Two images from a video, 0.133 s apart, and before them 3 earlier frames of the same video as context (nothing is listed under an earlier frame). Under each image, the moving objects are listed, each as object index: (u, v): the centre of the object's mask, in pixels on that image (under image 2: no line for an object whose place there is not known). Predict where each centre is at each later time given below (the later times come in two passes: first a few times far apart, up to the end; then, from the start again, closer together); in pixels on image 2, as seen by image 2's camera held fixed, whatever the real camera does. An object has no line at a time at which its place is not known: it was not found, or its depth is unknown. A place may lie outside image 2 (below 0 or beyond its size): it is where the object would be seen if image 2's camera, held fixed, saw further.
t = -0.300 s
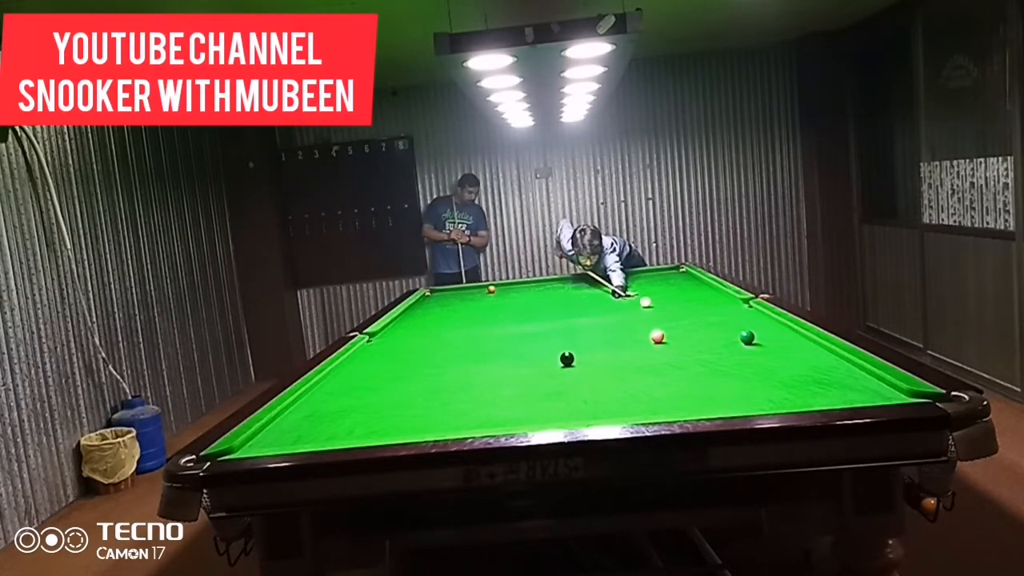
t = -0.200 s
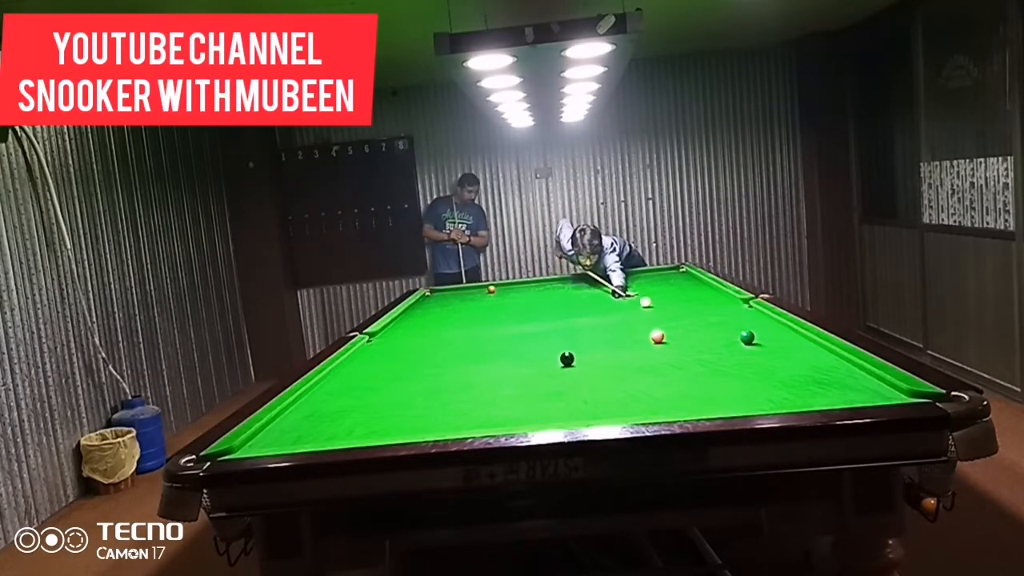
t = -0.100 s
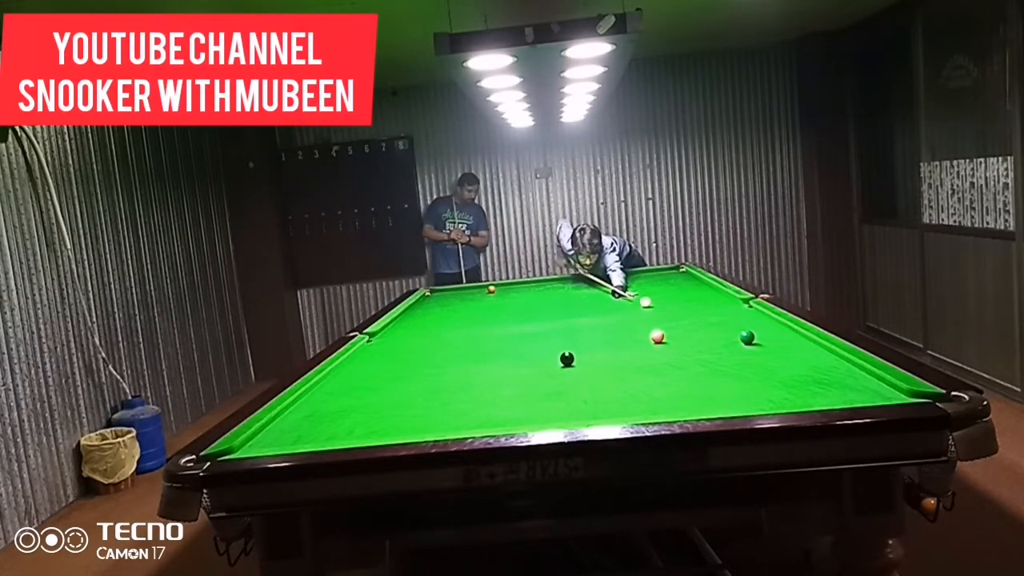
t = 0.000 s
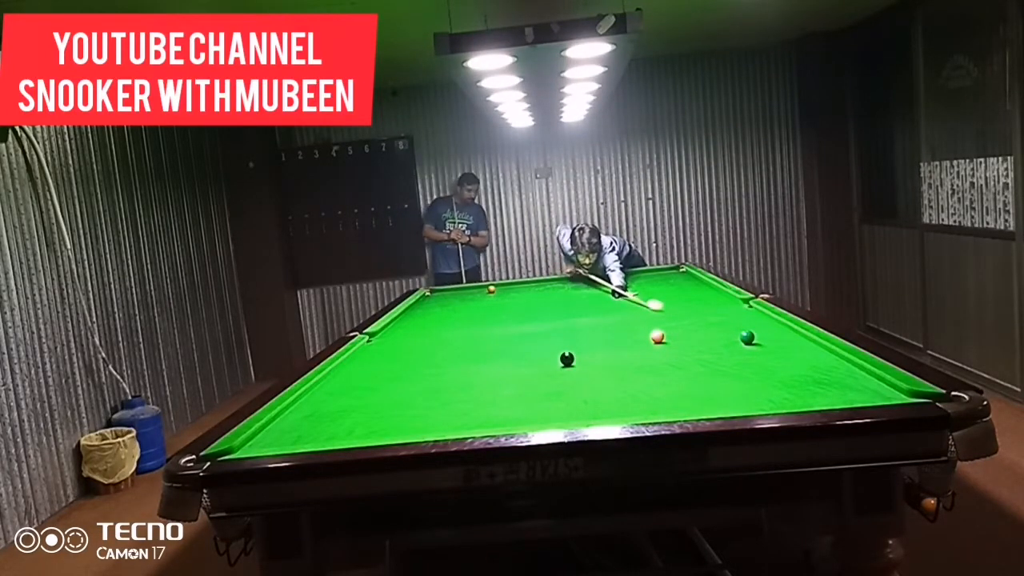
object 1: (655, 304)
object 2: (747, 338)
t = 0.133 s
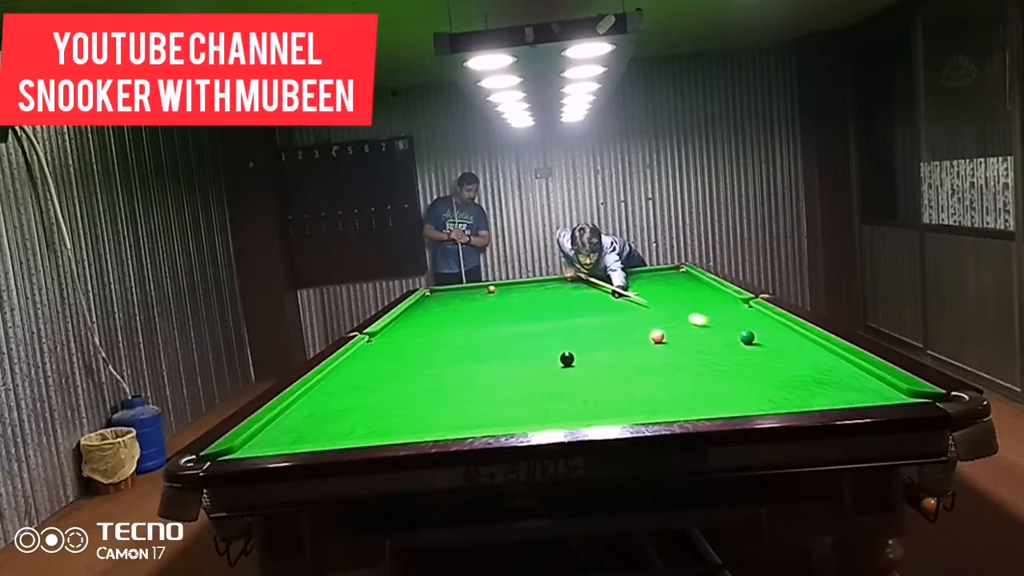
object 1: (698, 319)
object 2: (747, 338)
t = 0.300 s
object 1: (745, 334)
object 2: (764, 345)
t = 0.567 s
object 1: (764, 335)
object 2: (868, 388)
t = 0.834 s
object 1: (781, 335)
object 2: (817, 393)
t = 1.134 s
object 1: (798, 336)
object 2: (691, 394)
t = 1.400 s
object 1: (794, 337)
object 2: (593, 394)
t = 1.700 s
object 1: (790, 338)
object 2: (498, 395)
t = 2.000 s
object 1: (788, 339)
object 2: (413, 395)
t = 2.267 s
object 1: (787, 339)
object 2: (346, 395)
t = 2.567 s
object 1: (787, 339)
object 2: (327, 393)
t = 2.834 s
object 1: (787, 339)
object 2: (373, 387)
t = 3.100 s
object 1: (787, 339)
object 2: (415, 382)
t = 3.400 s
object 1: (787, 339)
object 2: (459, 376)
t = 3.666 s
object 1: (787, 339)
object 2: (494, 371)
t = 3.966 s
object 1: (787, 339)
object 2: (530, 367)
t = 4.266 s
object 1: (787, 339)
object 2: (563, 363)
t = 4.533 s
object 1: (787, 339)
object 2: (585, 361)
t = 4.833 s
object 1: (787, 339)
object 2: (608, 361)
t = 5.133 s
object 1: (787, 339)
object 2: (627, 359)
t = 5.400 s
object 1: (787, 339)
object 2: (641, 358)
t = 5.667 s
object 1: (787, 339)
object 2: (654, 357)
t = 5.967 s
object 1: (787, 339)
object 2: (664, 357)
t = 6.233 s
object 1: (787, 339)
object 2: (671, 356)
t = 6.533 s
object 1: (787, 339)
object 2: (675, 356)
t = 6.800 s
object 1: (787, 339)
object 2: (676, 356)
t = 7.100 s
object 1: (787, 339)
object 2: (676, 356)
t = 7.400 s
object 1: (787, 339)
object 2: (676, 356)
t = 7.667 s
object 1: (787, 339)
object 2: (676, 356)
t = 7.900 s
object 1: (787, 339)
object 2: (676, 356)
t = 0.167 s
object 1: (710, 323)
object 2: (747, 338)
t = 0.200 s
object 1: (722, 327)
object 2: (747, 337)
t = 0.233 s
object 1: (734, 331)
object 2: (747, 338)
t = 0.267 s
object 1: (742, 334)
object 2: (754, 340)
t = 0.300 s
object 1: (745, 334)
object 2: (764, 345)
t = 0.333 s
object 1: (748, 334)
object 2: (777, 350)
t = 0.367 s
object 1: (750, 334)
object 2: (788, 355)
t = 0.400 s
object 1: (752, 334)
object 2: (801, 361)
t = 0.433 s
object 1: (755, 335)
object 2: (814, 366)
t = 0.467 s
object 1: (757, 335)
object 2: (827, 372)
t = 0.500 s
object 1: (760, 335)
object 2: (841, 378)
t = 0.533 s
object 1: (762, 335)
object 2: (854, 384)
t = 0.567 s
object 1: (764, 335)
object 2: (868, 388)
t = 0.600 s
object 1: (766, 335)
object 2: (881, 391)
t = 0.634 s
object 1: (768, 335)
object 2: (893, 393)
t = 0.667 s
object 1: (771, 335)
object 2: (898, 391)
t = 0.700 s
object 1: (773, 335)
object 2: (882, 391)
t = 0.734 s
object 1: (775, 335)
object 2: (865, 391)
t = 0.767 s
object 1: (777, 335)
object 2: (848, 392)
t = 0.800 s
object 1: (779, 335)
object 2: (832, 393)
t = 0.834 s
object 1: (781, 335)
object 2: (817, 393)
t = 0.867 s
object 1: (783, 336)
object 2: (803, 394)
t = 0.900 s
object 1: (785, 336)
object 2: (788, 394)
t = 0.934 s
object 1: (787, 336)
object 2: (772, 394)
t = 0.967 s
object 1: (789, 336)
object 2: (759, 395)
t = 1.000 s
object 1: (791, 336)
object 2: (745, 394)
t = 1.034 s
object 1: (793, 336)
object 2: (731, 394)
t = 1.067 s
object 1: (795, 336)
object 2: (717, 394)
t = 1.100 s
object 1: (797, 336)
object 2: (703, 394)
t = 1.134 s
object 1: (798, 336)
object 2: (691, 394)
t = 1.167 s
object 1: (799, 336)
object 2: (678, 394)
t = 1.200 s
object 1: (798, 337)
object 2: (665, 394)
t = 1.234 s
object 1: (797, 337)
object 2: (653, 394)
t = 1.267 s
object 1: (797, 337)
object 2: (640, 394)
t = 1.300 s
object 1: (796, 337)
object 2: (628, 394)
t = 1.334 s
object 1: (795, 337)
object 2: (617, 394)
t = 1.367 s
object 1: (795, 337)
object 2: (604, 394)
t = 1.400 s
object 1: (794, 337)
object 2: (593, 394)
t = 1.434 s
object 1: (794, 338)
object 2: (582, 394)
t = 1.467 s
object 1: (793, 338)
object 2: (571, 394)
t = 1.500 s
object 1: (793, 338)
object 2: (560, 394)
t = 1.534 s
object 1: (792, 338)
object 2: (549, 394)
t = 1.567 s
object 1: (791, 338)
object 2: (539, 394)
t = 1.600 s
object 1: (791, 338)
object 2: (528, 394)
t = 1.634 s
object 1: (791, 338)
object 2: (518, 394)
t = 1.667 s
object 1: (790, 338)
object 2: (507, 395)
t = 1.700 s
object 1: (790, 338)
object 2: (498, 395)
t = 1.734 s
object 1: (790, 338)
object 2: (488, 395)
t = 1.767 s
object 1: (789, 338)
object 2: (478, 395)
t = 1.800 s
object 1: (789, 339)
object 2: (468, 395)
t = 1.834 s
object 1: (789, 338)
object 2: (459, 395)
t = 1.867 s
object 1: (788, 339)
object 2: (449, 395)
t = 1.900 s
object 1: (788, 339)
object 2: (441, 395)
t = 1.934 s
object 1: (788, 339)
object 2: (431, 395)
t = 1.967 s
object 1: (788, 339)
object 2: (422, 395)
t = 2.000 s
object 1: (788, 339)
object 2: (413, 395)
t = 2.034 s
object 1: (787, 339)
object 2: (405, 395)
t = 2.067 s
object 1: (787, 339)
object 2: (396, 395)
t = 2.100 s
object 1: (787, 339)
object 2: (387, 395)
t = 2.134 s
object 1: (787, 339)
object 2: (379, 396)
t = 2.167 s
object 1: (787, 339)
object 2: (371, 396)
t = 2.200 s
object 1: (787, 339)
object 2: (362, 396)
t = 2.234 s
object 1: (787, 339)
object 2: (354, 396)
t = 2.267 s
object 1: (787, 339)
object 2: (346, 395)
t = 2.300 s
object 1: (787, 339)
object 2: (338, 395)
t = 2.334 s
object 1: (787, 339)
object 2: (331, 396)
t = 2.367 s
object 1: (787, 339)
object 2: (323, 396)
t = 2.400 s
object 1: (787, 339)
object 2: (315, 396)
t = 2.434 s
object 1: (787, 339)
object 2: (308, 396)
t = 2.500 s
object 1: (787, 339)
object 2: (315, 394)
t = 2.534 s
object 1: (787, 339)
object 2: (321, 394)
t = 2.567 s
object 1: (787, 339)
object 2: (327, 393)
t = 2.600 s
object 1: (787, 339)
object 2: (333, 392)
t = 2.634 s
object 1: (787, 339)
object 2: (339, 392)
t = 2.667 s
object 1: (787, 339)
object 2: (345, 391)
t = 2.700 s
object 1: (787, 339)
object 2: (350, 391)
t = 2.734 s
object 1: (787, 339)
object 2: (356, 390)
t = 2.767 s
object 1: (787, 339)
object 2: (362, 389)
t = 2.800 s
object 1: (787, 339)
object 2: (368, 388)
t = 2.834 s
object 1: (787, 339)
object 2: (373, 387)
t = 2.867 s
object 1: (787, 339)
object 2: (379, 387)
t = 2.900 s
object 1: (787, 339)
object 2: (384, 386)
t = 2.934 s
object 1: (787, 339)
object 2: (389, 385)
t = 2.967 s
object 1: (787, 339)
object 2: (395, 385)
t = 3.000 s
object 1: (787, 339)
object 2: (400, 384)
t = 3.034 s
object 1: (787, 339)
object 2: (405, 383)
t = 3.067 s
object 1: (787, 339)
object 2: (410, 383)
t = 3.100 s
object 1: (787, 339)
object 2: (415, 382)
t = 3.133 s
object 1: (787, 339)
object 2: (420, 381)
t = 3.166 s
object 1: (787, 339)
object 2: (425, 381)
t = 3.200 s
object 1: (787, 339)
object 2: (430, 380)
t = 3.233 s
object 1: (787, 339)
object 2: (435, 379)
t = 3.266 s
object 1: (787, 339)
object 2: (440, 379)
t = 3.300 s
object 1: (787, 339)
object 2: (445, 378)
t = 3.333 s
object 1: (787, 339)
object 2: (449, 377)
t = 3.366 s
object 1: (787, 339)
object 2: (454, 377)
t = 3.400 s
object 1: (787, 339)
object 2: (459, 376)
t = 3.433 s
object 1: (787, 339)
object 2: (463, 376)
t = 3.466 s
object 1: (787, 339)
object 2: (468, 375)
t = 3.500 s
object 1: (787, 339)
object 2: (472, 374)
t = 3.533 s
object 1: (787, 339)
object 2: (477, 374)
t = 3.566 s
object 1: (787, 339)
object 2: (481, 373)
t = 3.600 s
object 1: (787, 339)
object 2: (485, 372)
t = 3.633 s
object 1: (787, 339)
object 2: (490, 372)
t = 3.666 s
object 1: (787, 339)
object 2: (494, 371)
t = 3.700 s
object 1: (787, 339)
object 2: (498, 371)
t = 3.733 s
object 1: (787, 339)
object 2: (503, 370)
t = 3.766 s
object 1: (787, 339)
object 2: (506, 370)
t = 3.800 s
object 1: (787, 339)
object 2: (511, 369)
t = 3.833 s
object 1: (787, 339)
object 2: (515, 369)
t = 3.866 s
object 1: (787, 339)
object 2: (519, 369)
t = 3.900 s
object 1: (787, 339)
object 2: (523, 368)
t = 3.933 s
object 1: (787, 339)
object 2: (526, 367)
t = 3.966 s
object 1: (787, 339)
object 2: (530, 367)
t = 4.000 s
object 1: (787, 339)
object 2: (534, 367)
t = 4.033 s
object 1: (787, 339)
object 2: (538, 366)
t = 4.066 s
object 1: (787, 339)
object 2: (541, 365)
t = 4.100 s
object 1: (787, 339)
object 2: (545, 365)
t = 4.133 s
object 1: (787, 339)
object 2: (549, 365)
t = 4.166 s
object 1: (787, 339)
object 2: (552, 364)
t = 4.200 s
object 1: (787, 339)
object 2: (556, 363)
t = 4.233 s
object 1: (787, 339)
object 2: (559, 363)
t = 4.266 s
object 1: (787, 339)
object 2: (563, 363)
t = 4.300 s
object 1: (787, 339)
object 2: (566, 362)
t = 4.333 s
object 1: (787, 339)
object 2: (568, 361)
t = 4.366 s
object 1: (787, 339)
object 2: (571, 361)
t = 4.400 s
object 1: (787, 339)
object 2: (574, 362)
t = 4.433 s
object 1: (787, 339)
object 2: (577, 362)
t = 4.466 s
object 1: (787, 339)
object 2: (580, 362)
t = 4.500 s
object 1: (787, 339)
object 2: (582, 362)
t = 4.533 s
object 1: (787, 339)
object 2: (585, 361)
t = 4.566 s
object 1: (787, 339)
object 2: (588, 361)
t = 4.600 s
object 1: (787, 339)
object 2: (590, 361)
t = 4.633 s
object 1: (787, 339)
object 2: (593, 361)
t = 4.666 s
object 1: (787, 339)
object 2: (596, 361)
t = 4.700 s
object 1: (787, 339)
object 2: (598, 361)
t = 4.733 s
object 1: (787, 339)
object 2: (601, 361)
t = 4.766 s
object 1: (787, 339)
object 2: (603, 361)
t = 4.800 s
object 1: (787, 339)
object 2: (605, 361)
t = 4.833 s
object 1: (787, 339)
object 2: (608, 361)
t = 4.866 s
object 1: (787, 339)
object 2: (610, 360)
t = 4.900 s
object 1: (787, 339)
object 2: (612, 360)
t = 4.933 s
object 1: (787, 339)
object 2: (614, 360)
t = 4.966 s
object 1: (787, 339)
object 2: (617, 360)
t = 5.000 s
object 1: (787, 339)
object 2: (619, 360)
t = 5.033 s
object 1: (787, 339)
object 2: (621, 360)
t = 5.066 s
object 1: (787, 339)
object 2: (623, 360)
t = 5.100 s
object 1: (787, 339)
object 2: (625, 359)
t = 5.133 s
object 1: (787, 339)
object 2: (627, 359)
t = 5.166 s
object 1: (787, 339)
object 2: (629, 359)
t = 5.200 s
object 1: (787, 339)
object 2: (631, 359)
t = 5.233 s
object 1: (787, 339)
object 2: (633, 359)
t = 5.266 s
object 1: (787, 339)
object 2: (635, 359)
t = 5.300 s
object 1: (787, 339)
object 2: (636, 359)
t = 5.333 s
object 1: (787, 339)
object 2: (638, 359)
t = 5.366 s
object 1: (787, 339)
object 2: (640, 358)
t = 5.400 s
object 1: (787, 339)
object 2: (641, 358)
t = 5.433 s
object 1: (787, 339)
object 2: (643, 358)
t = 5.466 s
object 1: (787, 339)
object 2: (645, 358)
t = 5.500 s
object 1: (787, 339)
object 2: (646, 358)
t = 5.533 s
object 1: (787, 339)
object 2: (648, 358)
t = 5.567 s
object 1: (787, 339)
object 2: (649, 358)
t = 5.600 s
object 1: (787, 339)
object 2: (651, 358)
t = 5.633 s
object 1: (787, 339)
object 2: (652, 358)
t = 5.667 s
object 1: (787, 339)
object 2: (654, 357)
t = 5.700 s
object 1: (787, 339)
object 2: (655, 358)
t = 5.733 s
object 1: (787, 339)
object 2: (656, 358)
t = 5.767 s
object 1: (787, 339)
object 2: (657, 357)
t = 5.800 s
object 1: (787, 339)
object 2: (659, 357)
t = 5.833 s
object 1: (787, 339)
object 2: (660, 357)
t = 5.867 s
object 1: (787, 339)
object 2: (661, 357)
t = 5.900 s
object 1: (787, 339)
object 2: (662, 357)
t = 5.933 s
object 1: (787, 339)
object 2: (663, 357)
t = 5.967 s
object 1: (787, 339)
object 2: (664, 357)
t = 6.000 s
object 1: (787, 339)
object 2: (665, 357)
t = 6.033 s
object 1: (787, 339)
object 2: (666, 357)
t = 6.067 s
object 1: (787, 339)
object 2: (667, 357)
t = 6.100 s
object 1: (787, 339)
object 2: (668, 357)
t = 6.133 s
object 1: (787, 339)
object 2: (669, 357)
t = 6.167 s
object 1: (787, 339)
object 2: (670, 357)
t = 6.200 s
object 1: (787, 339)
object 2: (670, 357)
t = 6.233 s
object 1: (787, 339)
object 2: (671, 356)
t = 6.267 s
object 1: (787, 339)
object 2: (672, 356)
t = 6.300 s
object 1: (787, 339)
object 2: (672, 356)
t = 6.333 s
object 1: (787, 339)
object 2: (673, 356)
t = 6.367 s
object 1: (787, 339)
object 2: (673, 356)
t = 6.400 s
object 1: (787, 339)
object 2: (674, 356)
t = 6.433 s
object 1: (787, 339)
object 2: (674, 356)
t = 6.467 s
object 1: (787, 339)
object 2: (675, 356)
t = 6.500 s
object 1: (787, 339)
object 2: (675, 356)
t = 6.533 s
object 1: (787, 339)
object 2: (675, 356)
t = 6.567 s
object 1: (787, 339)
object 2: (676, 356)
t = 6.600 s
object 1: (787, 339)
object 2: (676, 356)
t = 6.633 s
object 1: (787, 339)
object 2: (676, 356)
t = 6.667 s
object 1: (787, 339)
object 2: (676, 356)
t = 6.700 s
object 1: (787, 339)
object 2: (676, 356)
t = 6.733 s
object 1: (787, 339)
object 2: (676, 356)
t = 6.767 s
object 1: (787, 339)
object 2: (676, 356)
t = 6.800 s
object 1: (787, 339)
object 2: (676, 356)
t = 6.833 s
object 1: (787, 339)
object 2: (676, 356)
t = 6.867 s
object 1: (787, 339)
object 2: (676, 356)
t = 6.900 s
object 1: (787, 339)
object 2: (676, 356)
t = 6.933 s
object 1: (787, 339)
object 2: (676, 356)
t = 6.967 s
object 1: (787, 339)
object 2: (676, 356)
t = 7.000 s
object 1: (787, 339)
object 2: (676, 356)
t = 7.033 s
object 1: (787, 339)
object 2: (676, 356)
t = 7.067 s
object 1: (787, 339)
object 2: (676, 356)
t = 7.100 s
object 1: (787, 339)
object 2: (676, 356)
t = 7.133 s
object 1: (787, 339)
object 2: (676, 356)
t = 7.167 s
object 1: (787, 339)
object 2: (676, 356)
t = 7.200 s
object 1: (787, 339)
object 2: (676, 356)
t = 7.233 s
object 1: (787, 339)
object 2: (676, 356)
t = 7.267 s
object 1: (787, 339)
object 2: (676, 356)
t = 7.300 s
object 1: (787, 339)
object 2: (676, 356)
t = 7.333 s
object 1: (787, 339)
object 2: (676, 356)
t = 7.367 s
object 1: (787, 339)
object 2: (676, 356)
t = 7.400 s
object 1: (787, 339)
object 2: (676, 356)
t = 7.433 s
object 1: (787, 339)
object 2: (676, 356)
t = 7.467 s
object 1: (787, 339)
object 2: (676, 356)
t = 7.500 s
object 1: (787, 339)
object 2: (676, 356)
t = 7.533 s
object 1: (787, 339)
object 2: (676, 356)
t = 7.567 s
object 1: (787, 339)
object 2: (676, 356)
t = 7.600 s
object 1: (787, 339)
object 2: (676, 356)
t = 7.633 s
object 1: (787, 339)
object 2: (676, 356)
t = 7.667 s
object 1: (787, 339)
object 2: (676, 356)
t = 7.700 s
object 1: (787, 339)
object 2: (676, 356)
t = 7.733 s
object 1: (787, 339)
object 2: (676, 356)
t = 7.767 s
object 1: (787, 339)
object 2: (676, 356)
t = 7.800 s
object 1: (787, 339)
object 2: (676, 356)
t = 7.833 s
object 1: (787, 339)
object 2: (676, 356)
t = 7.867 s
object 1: (787, 339)
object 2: (676, 356)
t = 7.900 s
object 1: (787, 339)
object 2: (676, 356)
